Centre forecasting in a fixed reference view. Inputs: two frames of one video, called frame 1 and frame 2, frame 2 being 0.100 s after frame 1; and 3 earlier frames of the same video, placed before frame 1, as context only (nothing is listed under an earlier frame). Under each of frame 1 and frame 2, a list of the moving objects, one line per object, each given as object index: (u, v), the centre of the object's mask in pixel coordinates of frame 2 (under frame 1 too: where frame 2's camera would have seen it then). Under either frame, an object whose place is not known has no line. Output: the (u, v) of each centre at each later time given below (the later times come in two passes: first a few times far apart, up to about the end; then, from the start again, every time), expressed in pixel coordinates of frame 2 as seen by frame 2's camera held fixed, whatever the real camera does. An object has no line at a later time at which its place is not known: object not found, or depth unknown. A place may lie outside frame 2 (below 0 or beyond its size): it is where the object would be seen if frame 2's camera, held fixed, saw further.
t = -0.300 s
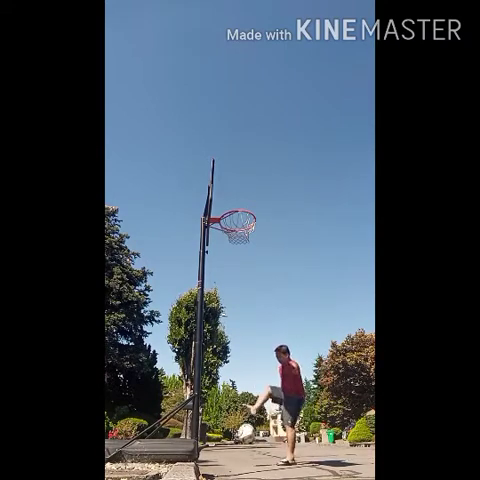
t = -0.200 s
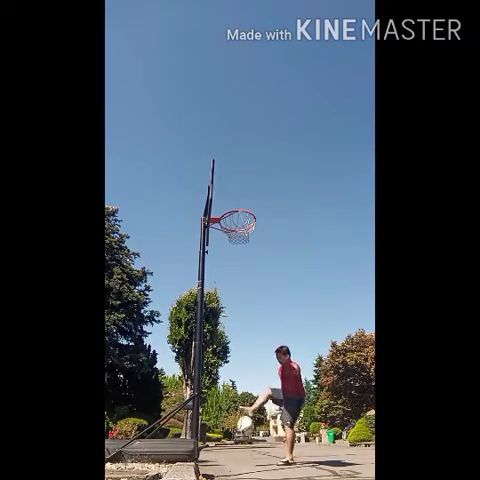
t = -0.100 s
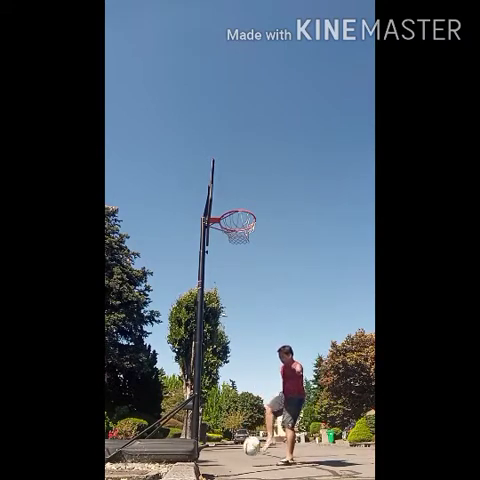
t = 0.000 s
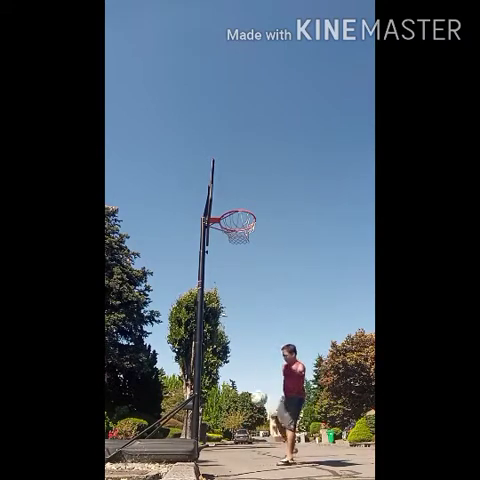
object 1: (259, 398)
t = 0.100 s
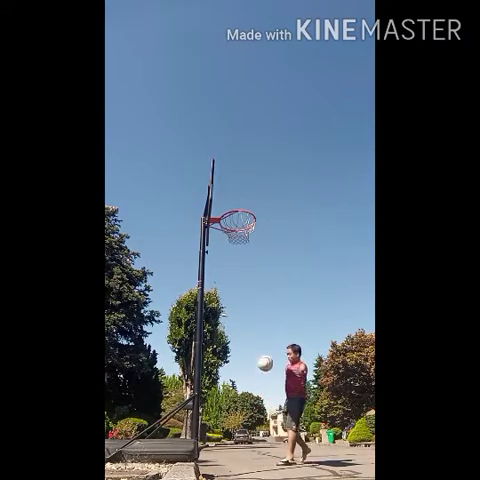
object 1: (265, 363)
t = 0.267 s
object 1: (275, 327)
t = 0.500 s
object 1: (288, 309)
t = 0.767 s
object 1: (304, 331)
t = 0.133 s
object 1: (267, 354)
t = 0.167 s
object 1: (269, 346)
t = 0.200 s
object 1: (271, 338)
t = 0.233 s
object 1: (273, 332)
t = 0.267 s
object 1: (275, 327)
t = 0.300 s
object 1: (276, 322)
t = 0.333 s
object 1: (278, 318)
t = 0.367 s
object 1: (280, 315)
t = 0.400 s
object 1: (282, 312)
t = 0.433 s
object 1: (284, 311)
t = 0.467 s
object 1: (286, 310)
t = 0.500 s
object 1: (288, 309)
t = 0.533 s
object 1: (289, 310)
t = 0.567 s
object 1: (291, 311)
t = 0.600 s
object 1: (293, 312)
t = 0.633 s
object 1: (295, 315)
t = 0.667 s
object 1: (297, 317)
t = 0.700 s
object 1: (300, 321)
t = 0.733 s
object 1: (302, 326)
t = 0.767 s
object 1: (304, 331)
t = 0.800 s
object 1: (306, 337)
